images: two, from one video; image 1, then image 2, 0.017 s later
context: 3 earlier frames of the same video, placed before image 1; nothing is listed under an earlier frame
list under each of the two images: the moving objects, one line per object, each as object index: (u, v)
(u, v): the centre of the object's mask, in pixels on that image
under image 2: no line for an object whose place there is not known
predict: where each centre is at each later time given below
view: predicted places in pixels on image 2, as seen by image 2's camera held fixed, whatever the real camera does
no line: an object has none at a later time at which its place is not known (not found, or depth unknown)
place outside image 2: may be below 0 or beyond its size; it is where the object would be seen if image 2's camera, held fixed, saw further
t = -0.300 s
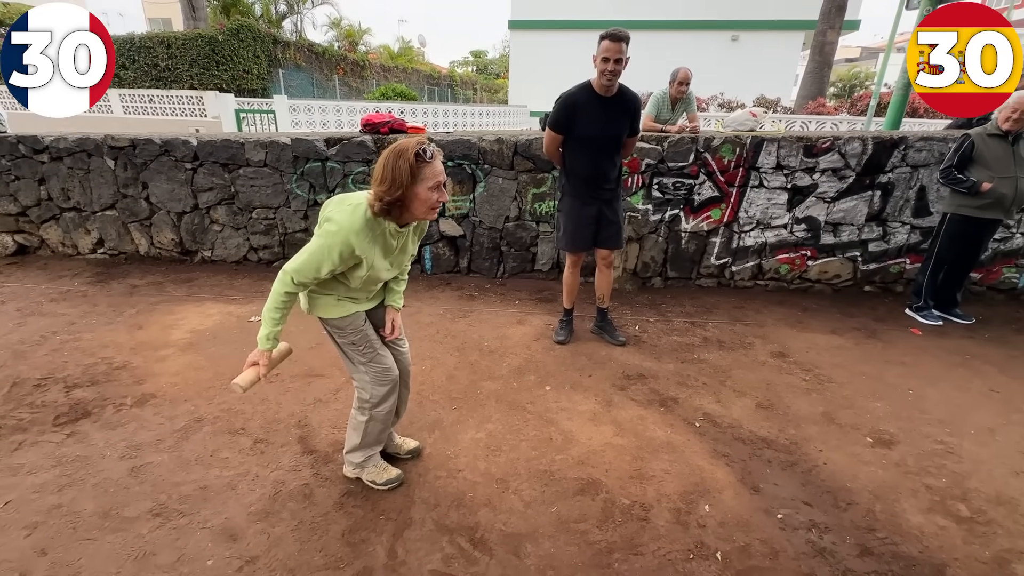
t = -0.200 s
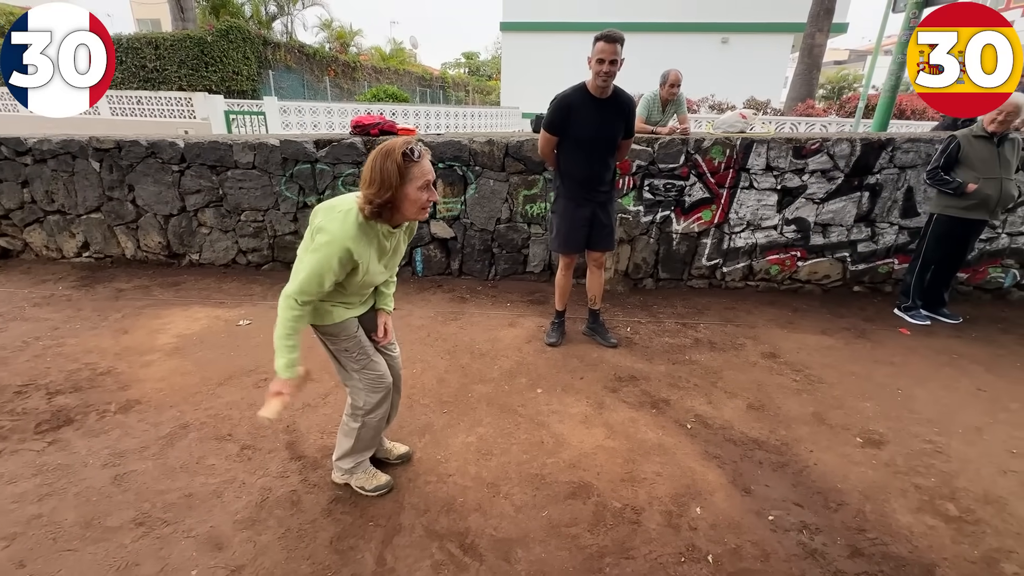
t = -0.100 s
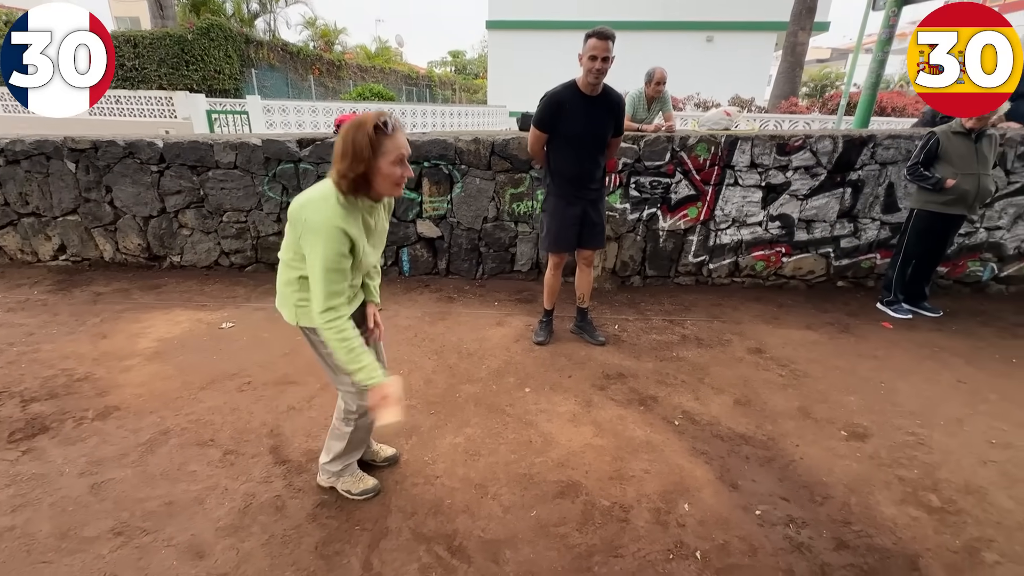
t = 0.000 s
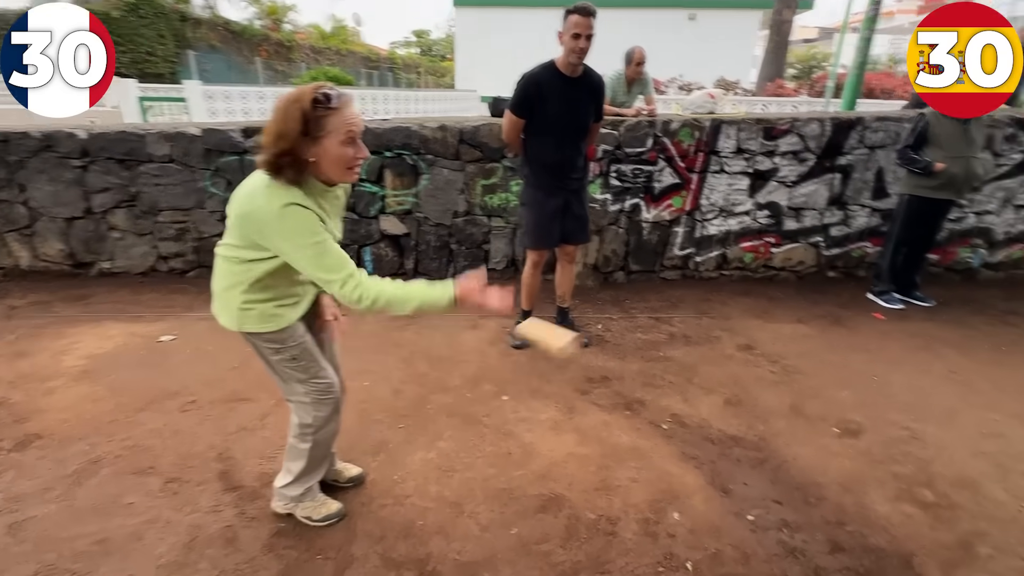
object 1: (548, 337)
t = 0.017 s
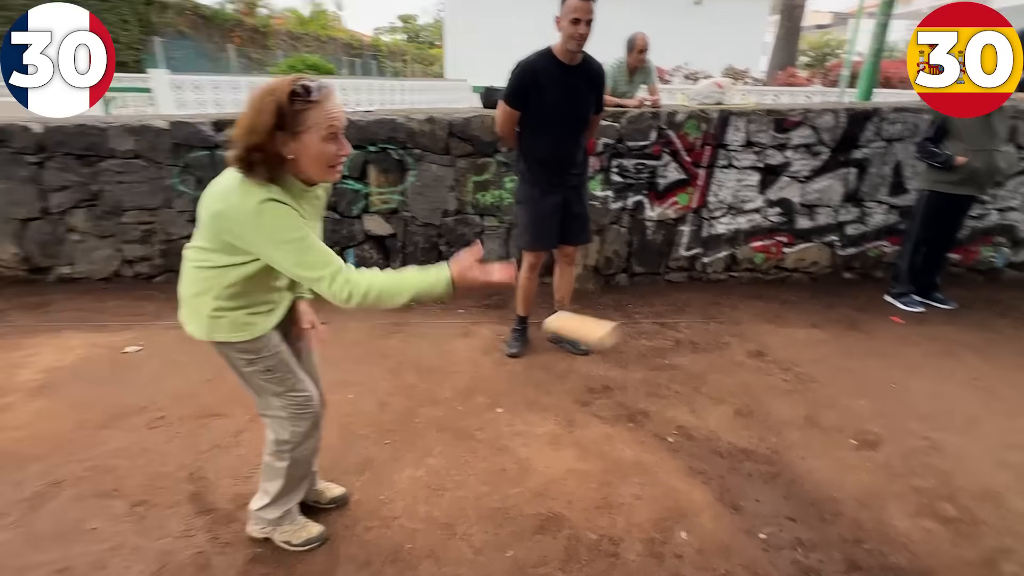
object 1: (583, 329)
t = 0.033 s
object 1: (620, 316)
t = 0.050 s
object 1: (657, 303)
